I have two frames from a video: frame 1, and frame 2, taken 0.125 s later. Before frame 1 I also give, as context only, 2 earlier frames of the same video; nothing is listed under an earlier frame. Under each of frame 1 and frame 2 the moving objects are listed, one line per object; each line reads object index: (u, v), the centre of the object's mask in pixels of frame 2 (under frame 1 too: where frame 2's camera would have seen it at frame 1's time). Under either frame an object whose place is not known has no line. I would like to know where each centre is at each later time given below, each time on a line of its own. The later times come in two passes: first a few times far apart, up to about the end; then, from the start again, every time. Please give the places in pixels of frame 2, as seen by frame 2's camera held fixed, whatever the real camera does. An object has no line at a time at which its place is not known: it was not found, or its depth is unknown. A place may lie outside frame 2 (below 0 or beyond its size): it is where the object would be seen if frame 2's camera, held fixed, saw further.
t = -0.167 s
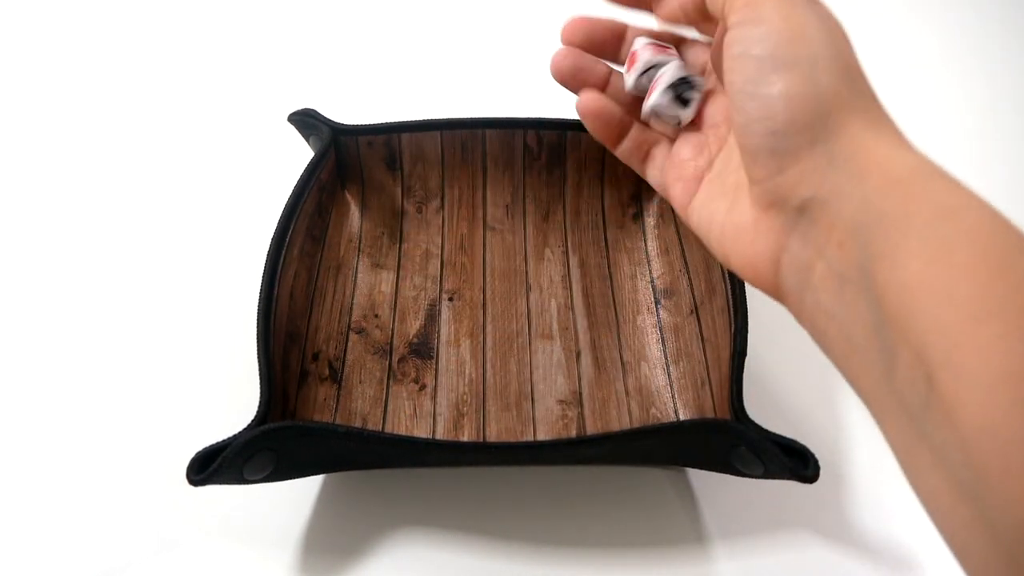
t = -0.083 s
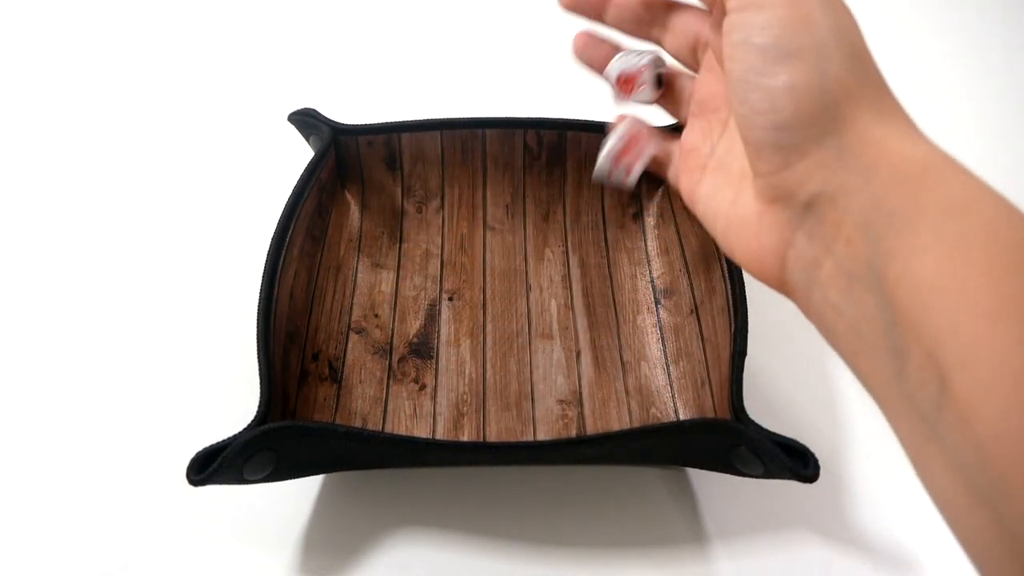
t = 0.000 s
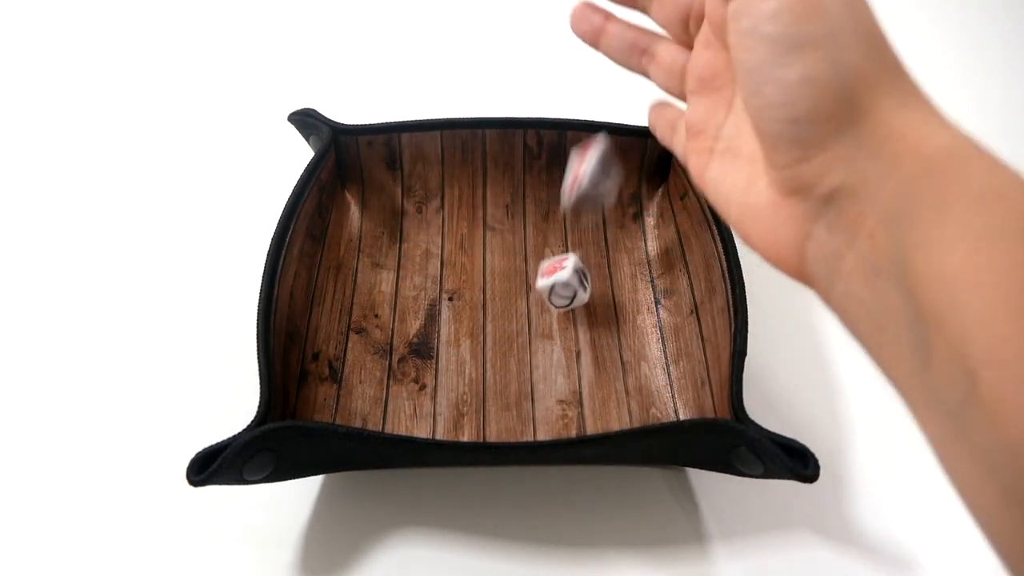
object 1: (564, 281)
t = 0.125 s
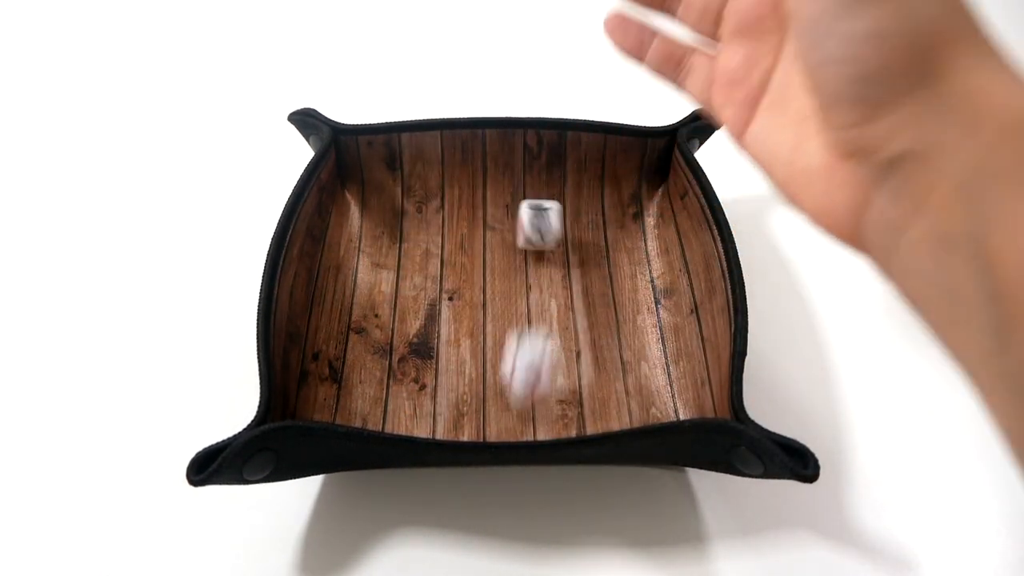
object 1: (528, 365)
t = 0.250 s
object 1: (525, 415)
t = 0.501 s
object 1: (525, 396)
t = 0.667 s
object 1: (524, 396)
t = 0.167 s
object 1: (524, 392)
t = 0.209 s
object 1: (521, 414)
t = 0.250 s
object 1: (525, 415)
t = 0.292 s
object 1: (524, 411)
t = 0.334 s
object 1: (525, 403)
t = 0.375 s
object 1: (524, 397)
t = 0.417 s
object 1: (524, 396)
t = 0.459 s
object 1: (525, 396)
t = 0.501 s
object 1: (525, 396)
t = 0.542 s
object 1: (525, 396)
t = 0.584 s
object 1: (525, 396)
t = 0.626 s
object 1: (524, 396)
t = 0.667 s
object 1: (524, 396)
